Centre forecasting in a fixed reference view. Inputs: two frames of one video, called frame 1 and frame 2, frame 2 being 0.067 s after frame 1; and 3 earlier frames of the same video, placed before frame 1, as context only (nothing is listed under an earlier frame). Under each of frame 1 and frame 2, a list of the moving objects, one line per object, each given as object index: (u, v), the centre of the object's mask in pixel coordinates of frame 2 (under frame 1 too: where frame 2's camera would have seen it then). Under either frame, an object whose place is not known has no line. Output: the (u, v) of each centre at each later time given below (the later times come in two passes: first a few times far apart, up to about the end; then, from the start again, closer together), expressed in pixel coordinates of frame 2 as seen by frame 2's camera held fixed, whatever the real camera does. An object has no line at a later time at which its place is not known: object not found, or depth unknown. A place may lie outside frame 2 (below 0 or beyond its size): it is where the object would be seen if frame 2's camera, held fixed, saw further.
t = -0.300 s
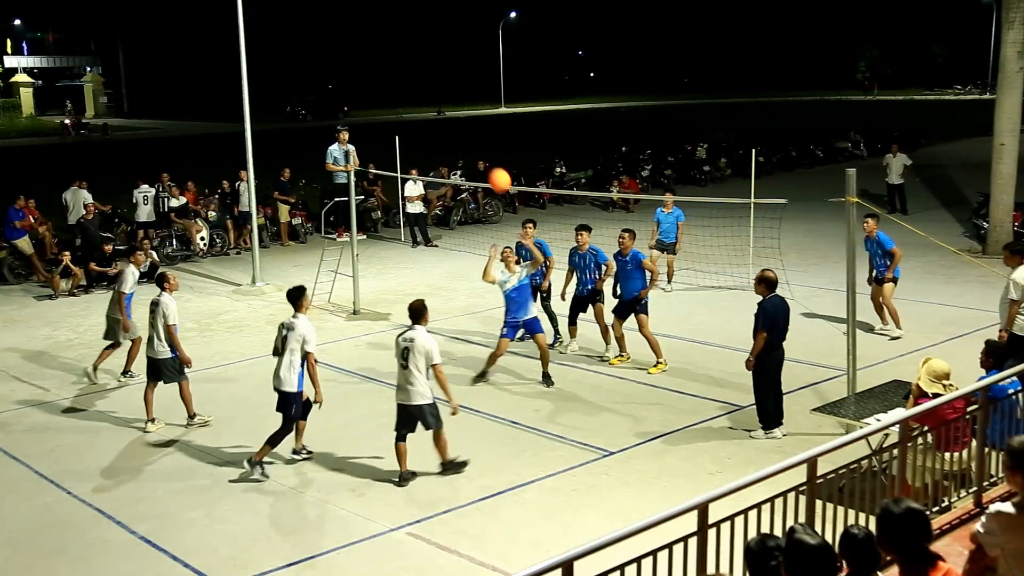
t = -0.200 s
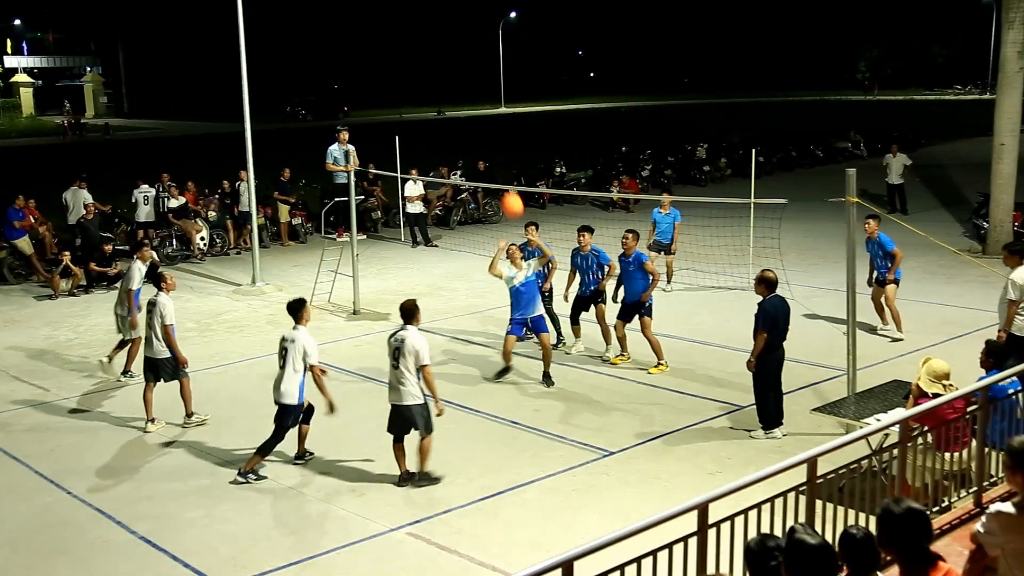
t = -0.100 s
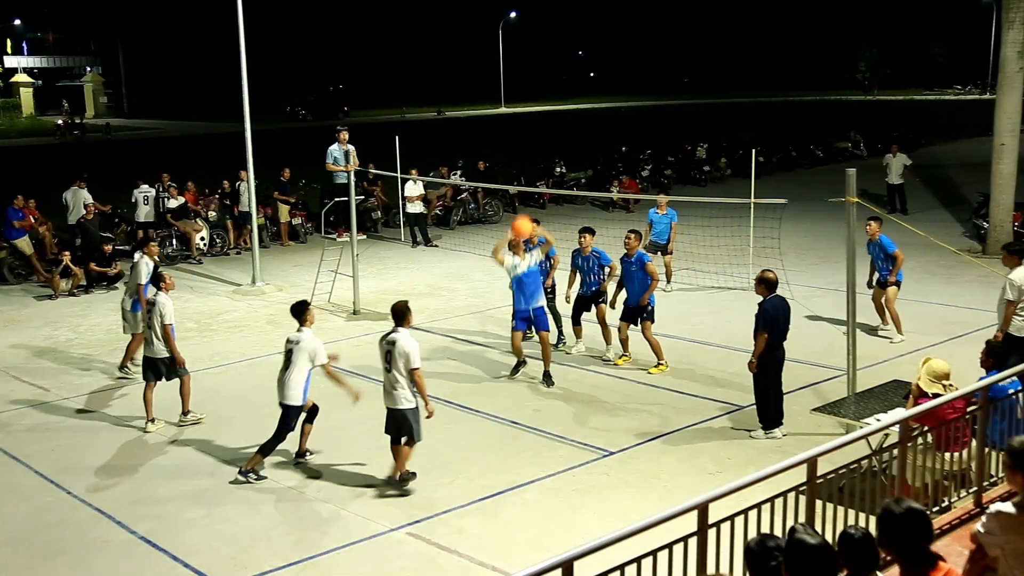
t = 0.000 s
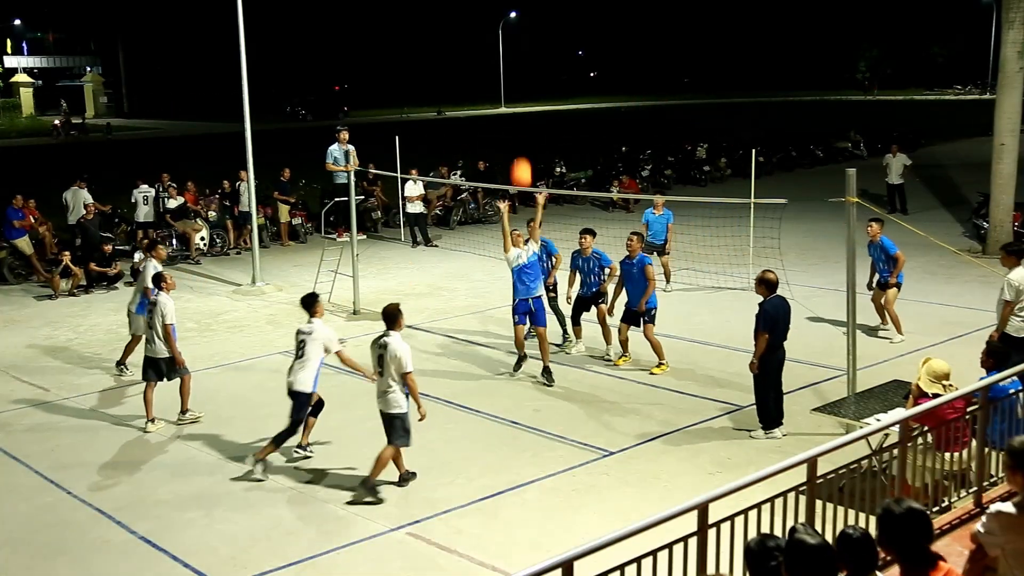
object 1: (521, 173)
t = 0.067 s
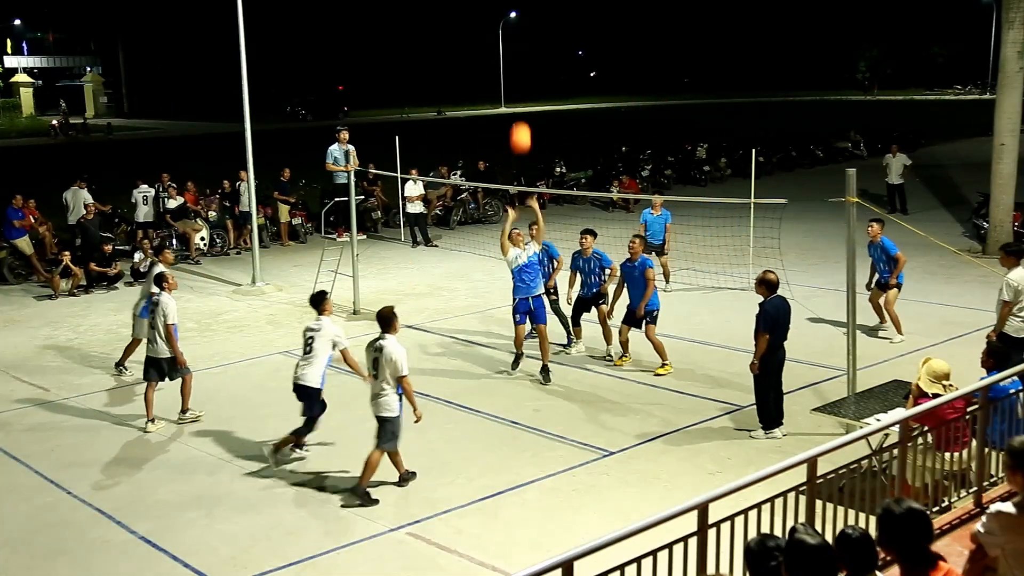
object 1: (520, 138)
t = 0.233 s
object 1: (518, 66)
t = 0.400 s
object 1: (515, 19)
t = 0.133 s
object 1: (520, 106)
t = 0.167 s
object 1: (519, 91)
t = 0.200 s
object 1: (518, 78)
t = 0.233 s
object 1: (518, 66)
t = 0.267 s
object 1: (517, 54)
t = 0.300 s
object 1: (517, 43)
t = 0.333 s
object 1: (516, 34)
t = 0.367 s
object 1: (516, 26)
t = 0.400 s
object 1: (515, 19)
